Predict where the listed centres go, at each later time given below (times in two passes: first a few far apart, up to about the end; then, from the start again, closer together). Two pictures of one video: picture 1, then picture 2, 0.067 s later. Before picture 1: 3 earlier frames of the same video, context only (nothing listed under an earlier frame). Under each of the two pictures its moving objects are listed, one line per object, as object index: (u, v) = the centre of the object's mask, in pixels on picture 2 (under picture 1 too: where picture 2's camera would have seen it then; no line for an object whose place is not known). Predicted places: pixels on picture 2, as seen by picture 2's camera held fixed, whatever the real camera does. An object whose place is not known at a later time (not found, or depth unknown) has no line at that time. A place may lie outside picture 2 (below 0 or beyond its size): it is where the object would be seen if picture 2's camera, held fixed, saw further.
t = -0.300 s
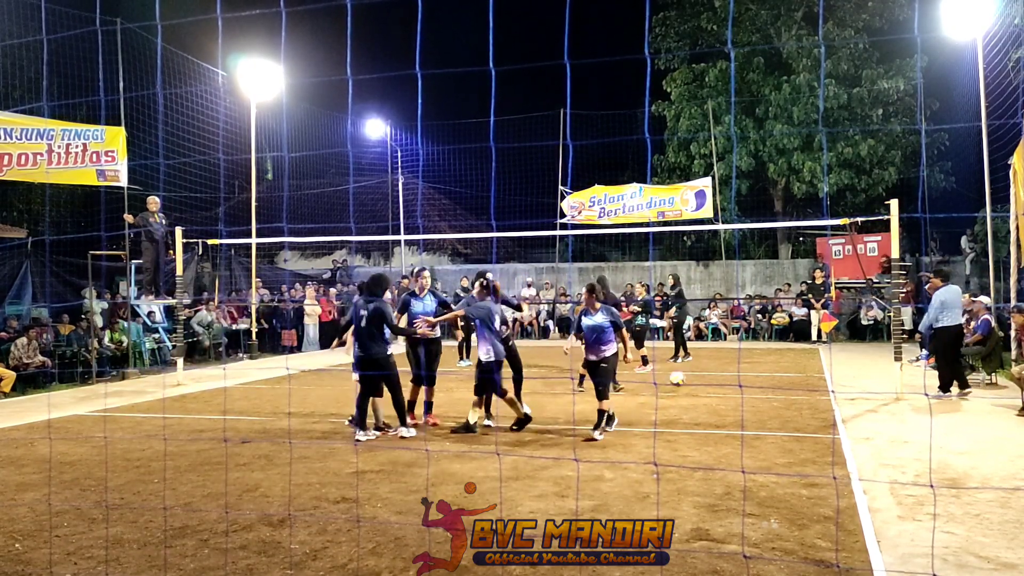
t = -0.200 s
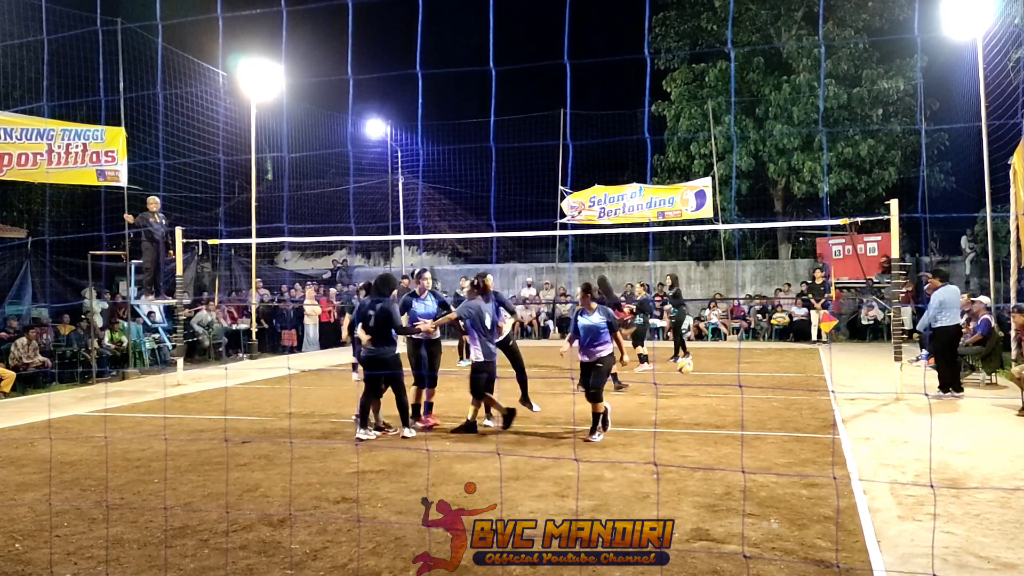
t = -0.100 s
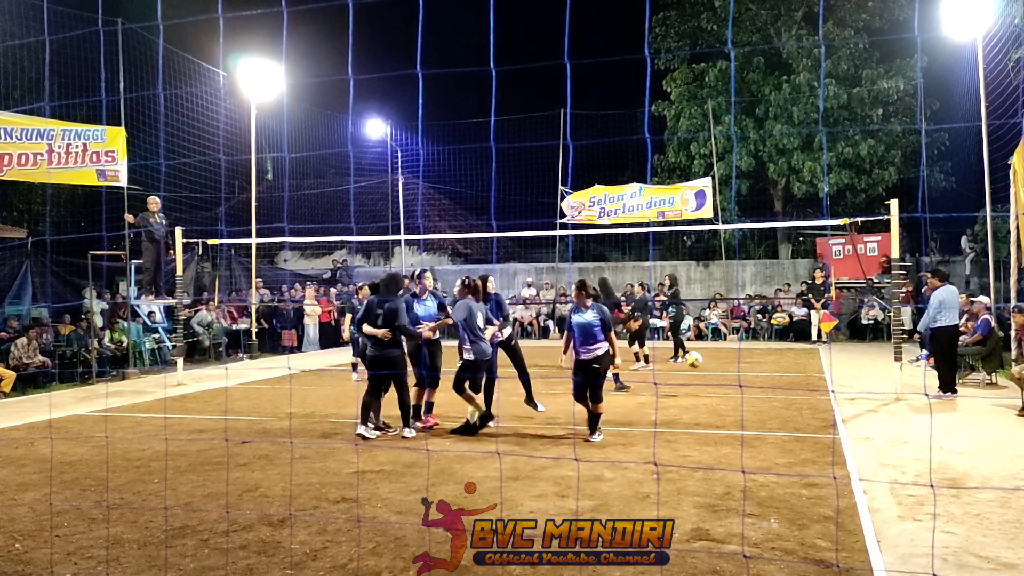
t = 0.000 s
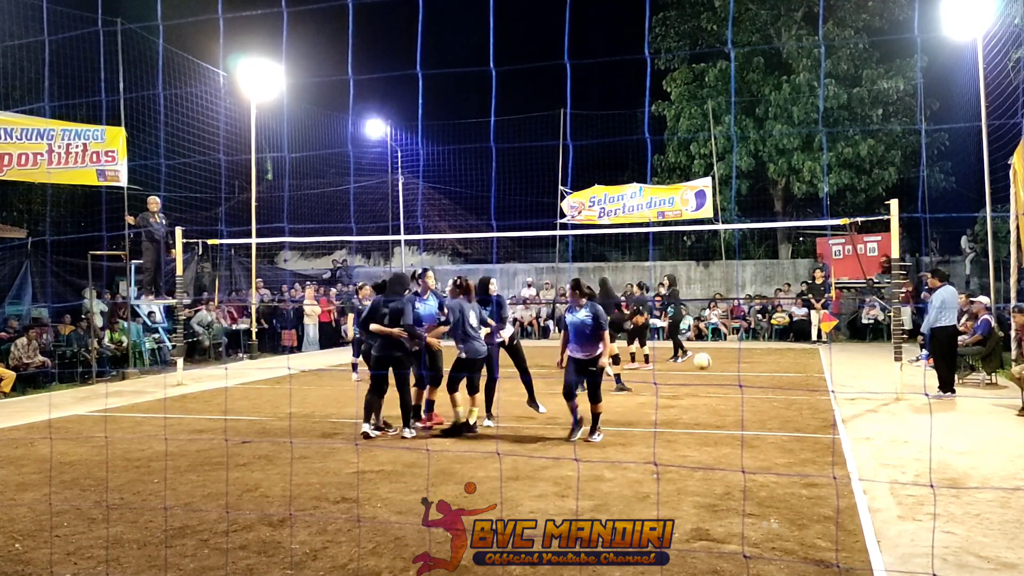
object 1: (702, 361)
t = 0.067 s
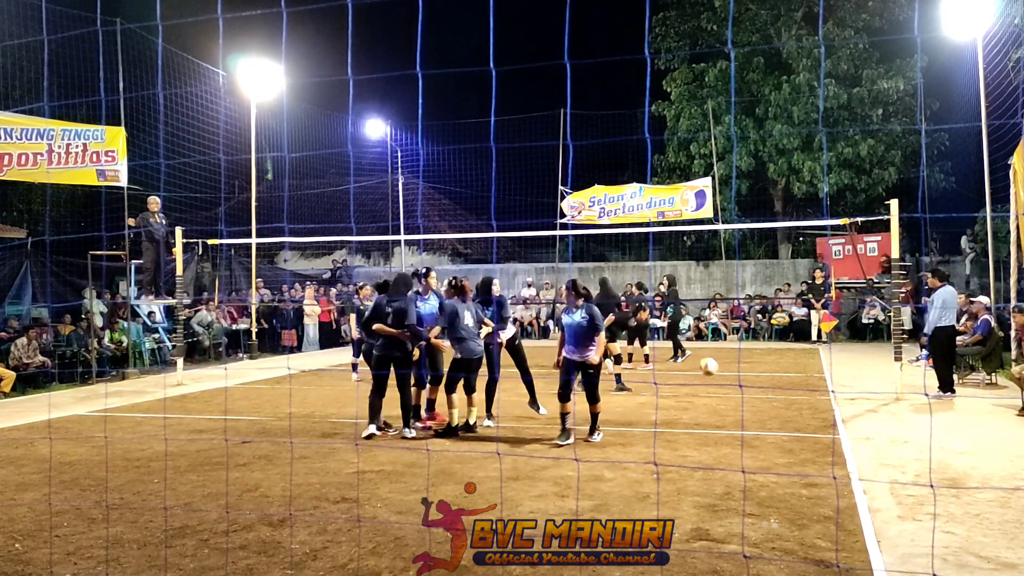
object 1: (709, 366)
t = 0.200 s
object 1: (723, 389)
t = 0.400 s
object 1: (746, 391)
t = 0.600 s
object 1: (776, 401)
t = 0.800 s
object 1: (813, 427)
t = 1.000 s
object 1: (855, 441)
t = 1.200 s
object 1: (913, 464)
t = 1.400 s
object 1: (983, 497)
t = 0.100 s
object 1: (711, 370)
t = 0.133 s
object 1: (715, 375)
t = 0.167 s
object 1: (719, 381)
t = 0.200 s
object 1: (723, 389)
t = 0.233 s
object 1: (726, 397)
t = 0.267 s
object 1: (730, 403)
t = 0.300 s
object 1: (734, 400)
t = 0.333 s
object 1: (738, 395)
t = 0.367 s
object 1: (743, 393)
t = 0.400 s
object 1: (746, 391)
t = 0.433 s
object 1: (752, 389)
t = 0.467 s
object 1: (756, 390)
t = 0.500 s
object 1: (761, 391)
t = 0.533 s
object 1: (765, 393)
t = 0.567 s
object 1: (770, 397)
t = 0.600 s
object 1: (776, 401)
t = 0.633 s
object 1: (781, 407)
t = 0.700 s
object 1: (791, 423)
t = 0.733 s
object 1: (798, 433)
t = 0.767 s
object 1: (804, 431)
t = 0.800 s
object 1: (813, 427)
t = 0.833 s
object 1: (819, 426)
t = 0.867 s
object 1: (823, 426)
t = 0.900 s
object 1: (831, 426)
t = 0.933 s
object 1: (839, 430)
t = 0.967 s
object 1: (848, 434)
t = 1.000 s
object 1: (855, 441)
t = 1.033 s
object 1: (865, 449)
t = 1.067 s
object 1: (874, 456)
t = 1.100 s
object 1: (883, 467)
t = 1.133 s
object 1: (892, 466)
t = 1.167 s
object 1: (902, 465)
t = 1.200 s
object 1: (913, 464)
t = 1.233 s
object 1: (924, 465)
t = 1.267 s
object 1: (934, 467)
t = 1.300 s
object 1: (946, 472)
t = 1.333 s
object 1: (958, 479)
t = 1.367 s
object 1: (970, 486)
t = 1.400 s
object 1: (983, 497)
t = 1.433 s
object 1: (997, 509)
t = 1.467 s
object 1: (1008, 509)
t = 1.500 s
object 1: (1017, 508)
